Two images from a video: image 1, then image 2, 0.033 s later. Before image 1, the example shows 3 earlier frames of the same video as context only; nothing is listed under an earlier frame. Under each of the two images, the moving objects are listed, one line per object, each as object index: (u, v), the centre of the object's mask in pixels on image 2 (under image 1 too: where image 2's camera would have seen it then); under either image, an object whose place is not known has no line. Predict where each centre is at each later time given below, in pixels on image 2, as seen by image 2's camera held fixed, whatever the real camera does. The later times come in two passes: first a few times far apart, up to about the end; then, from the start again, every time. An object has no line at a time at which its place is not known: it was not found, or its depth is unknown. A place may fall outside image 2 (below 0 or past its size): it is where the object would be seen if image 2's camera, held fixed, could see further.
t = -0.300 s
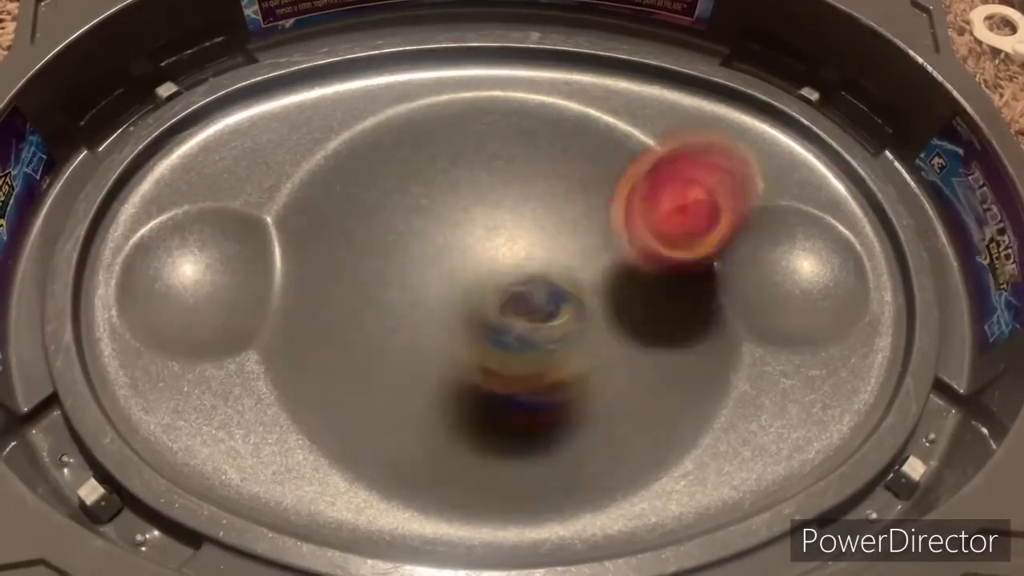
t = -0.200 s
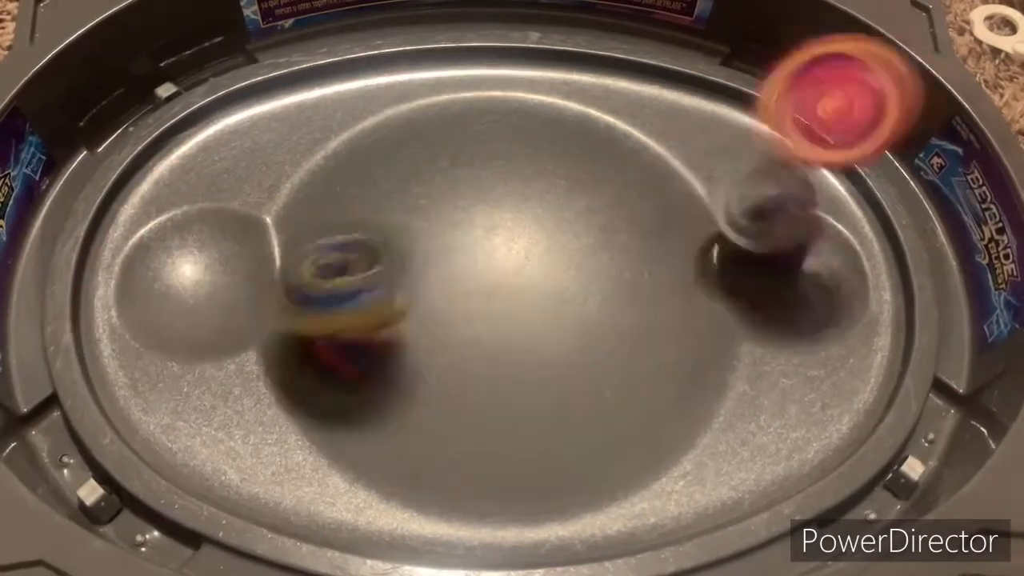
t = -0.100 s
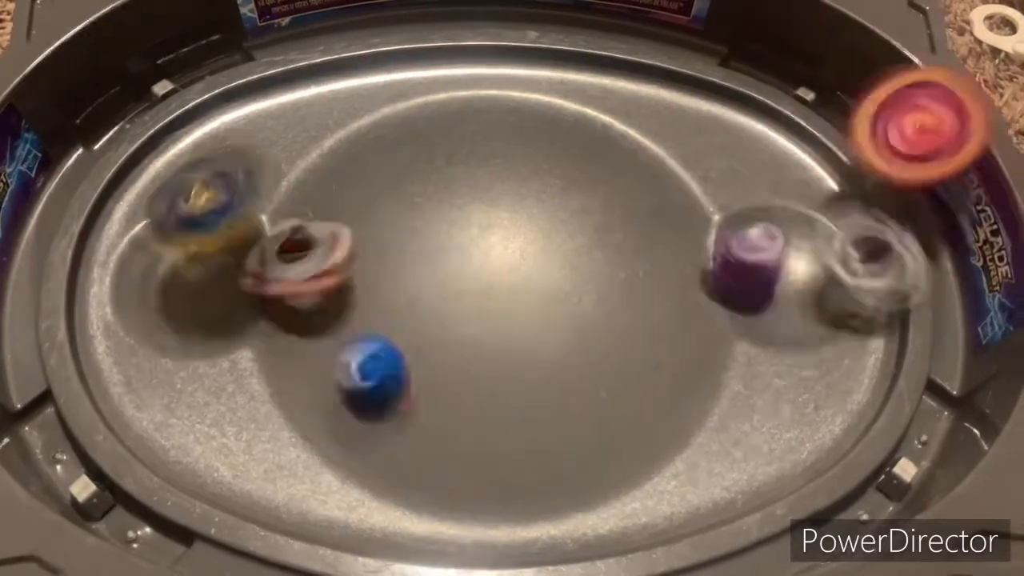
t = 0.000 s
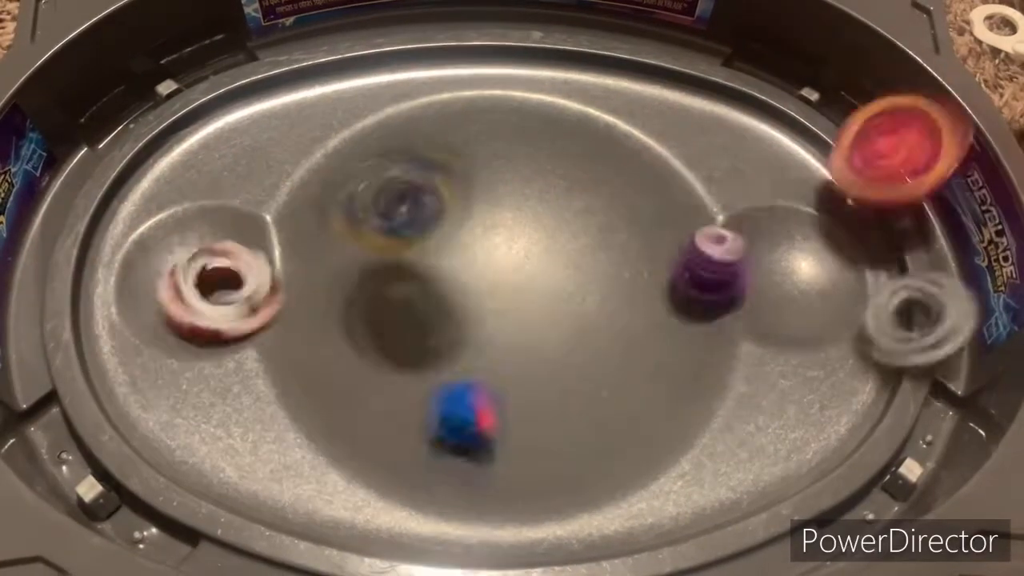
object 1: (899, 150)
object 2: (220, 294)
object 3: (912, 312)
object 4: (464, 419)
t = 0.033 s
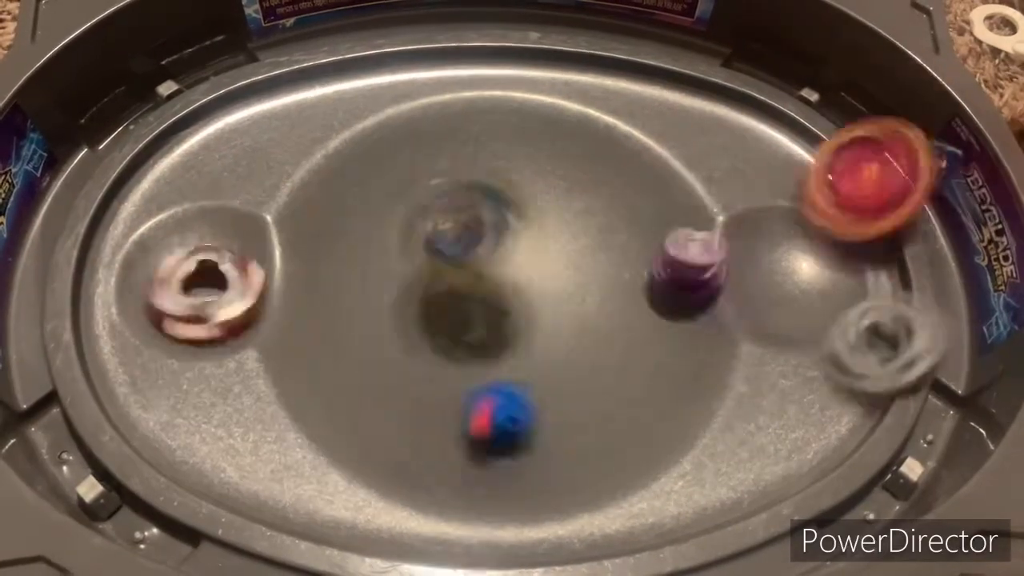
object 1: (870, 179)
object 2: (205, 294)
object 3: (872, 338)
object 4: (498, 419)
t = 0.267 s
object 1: (881, 313)
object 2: (196, 285)
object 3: (670, 457)
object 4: (606, 280)
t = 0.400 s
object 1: (911, 289)
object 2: (197, 303)
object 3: (504, 409)
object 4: (536, 228)
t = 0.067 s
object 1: (831, 204)
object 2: (193, 289)
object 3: (846, 357)
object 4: (535, 407)
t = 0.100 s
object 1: (797, 237)
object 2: (187, 285)
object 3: (819, 380)
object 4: (565, 394)
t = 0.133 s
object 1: (799, 244)
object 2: (188, 281)
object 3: (787, 398)
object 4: (589, 375)
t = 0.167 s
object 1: (819, 275)
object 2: (189, 280)
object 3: (762, 423)
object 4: (608, 356)
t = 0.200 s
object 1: (845, 295)
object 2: (192, 280)
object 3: (731, 441)
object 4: (622, 334)
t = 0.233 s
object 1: (868, 306)
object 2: (193, 281)
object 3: (700, 451)
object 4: (619, 302)
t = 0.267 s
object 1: (881, 313)
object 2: (196, 285)
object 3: (670, 457)
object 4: (606, 280)
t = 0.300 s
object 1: (889, 313)
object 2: (197, 296)
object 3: (639, 458)
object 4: (587, 260)
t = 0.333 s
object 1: (897, 310)
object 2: (192, 299)
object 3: (600, 451)
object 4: (570, 247)
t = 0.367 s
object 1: (905, 300)
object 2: (194, 297)
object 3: (550, 431)
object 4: (554, 235)
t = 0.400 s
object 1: (911, 289)
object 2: (197, 303)
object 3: (504, 409)
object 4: (536, 228)
